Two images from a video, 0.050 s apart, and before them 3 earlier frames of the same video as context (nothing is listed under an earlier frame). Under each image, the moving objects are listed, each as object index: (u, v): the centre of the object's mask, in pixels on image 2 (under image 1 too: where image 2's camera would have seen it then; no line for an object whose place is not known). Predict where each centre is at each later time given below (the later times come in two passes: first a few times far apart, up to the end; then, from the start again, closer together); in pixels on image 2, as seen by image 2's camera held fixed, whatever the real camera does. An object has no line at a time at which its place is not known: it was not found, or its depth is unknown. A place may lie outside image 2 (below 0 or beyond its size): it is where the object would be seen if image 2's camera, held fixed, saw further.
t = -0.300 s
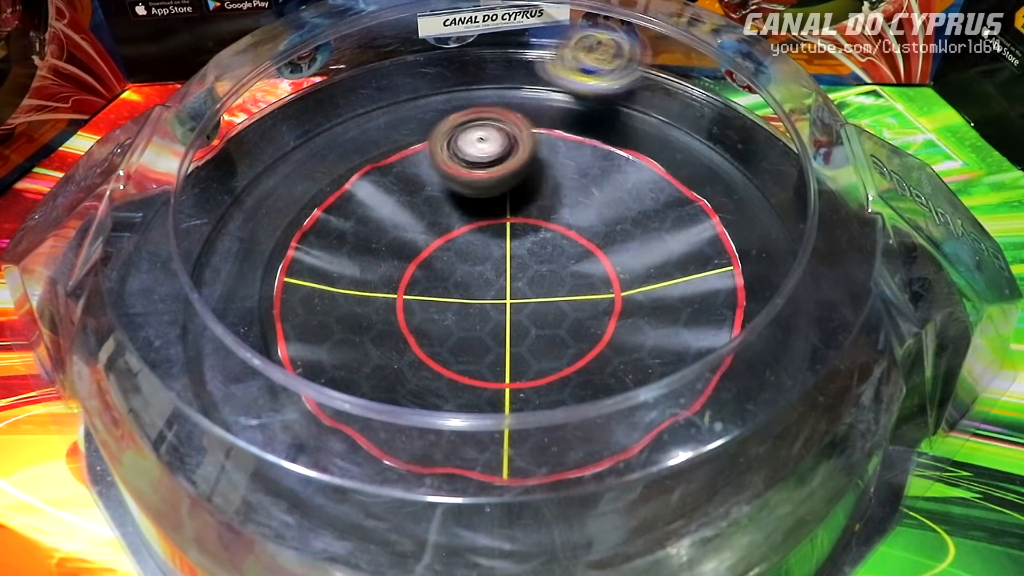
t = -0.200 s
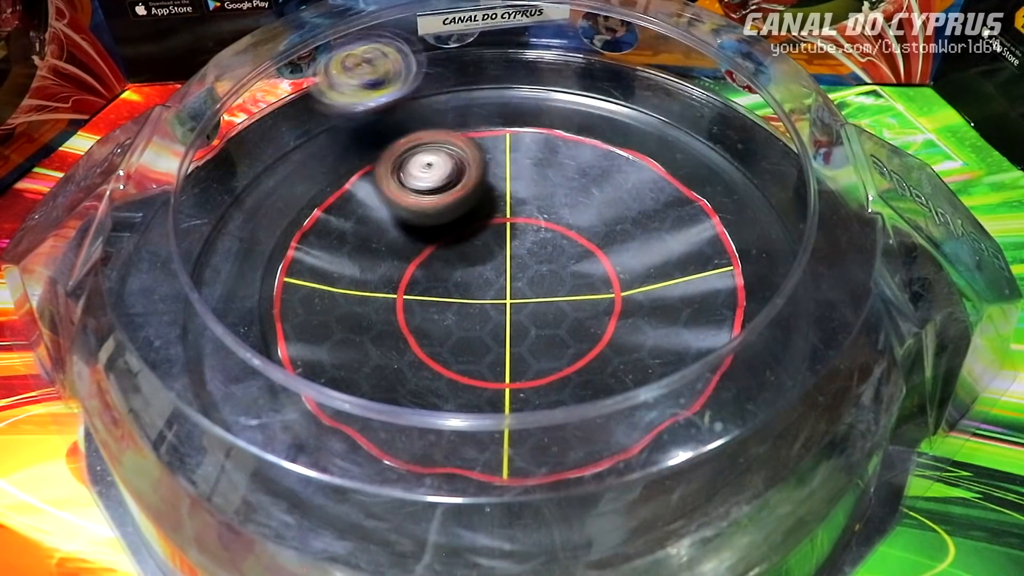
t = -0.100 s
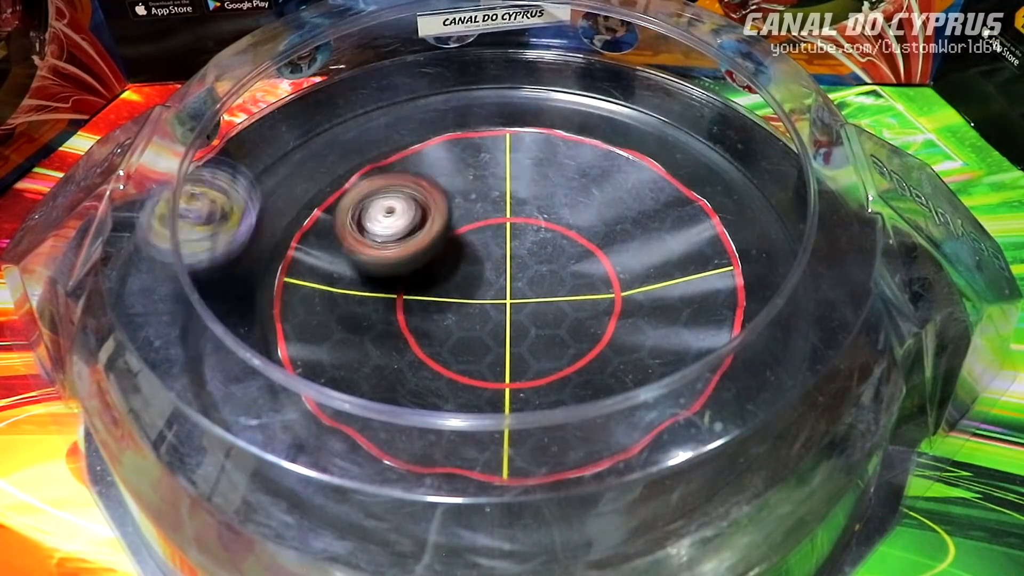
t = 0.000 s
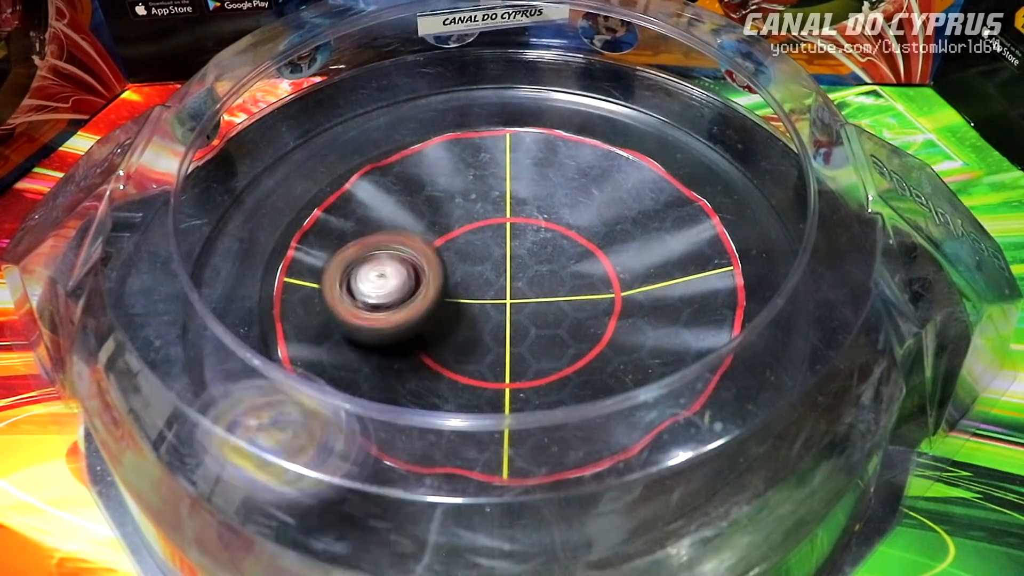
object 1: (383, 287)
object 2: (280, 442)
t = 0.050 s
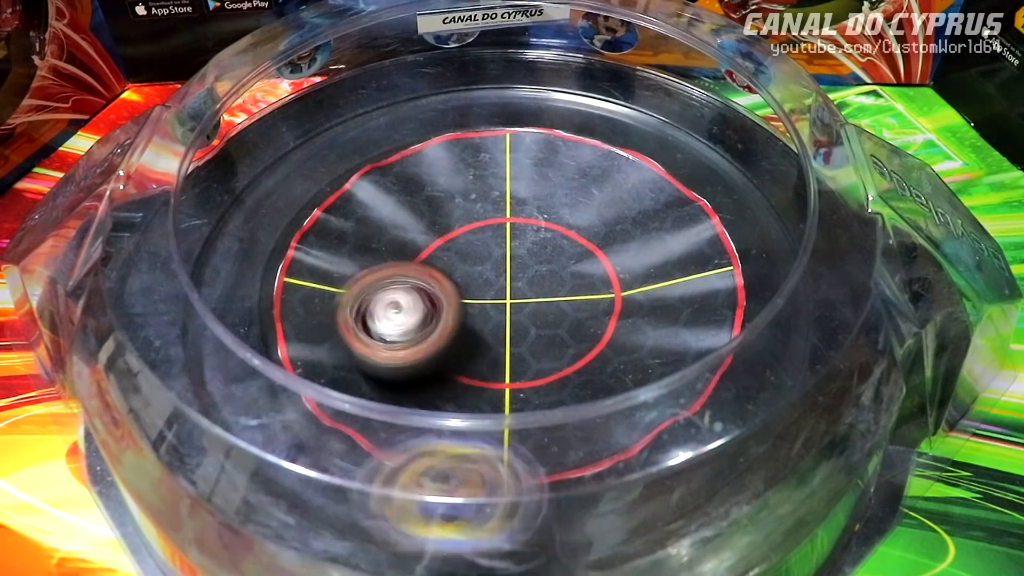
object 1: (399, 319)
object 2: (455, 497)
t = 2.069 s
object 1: (347, 235)
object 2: (293, 451)
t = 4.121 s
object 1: (612, 197)
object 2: (337, 81)
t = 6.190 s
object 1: (573, 298)
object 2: (481, 53)
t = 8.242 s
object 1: (496, 337)
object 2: (751, 399)
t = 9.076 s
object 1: (416, 265)
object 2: (197, 213)
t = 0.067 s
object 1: (408, 330)
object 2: (521, 497)
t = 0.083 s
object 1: (418, 340)
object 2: (581, 488)
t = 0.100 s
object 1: (429, 347)
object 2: (639, 469)
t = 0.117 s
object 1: (444, 353)
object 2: (691, 446)
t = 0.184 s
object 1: (511, 362)
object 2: (799, 313)
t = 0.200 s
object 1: (530, 361)
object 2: (804, 278)
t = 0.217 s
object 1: (545, 359)
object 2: (801, 249)
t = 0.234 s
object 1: (560, 357)
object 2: (793, 217)
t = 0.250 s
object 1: (577, 353)
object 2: (770, 189)
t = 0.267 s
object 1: (590, 348)
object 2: (758, 162)
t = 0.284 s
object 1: (602, 344)
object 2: (737, 138)
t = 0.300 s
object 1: (614, 338)
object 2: (713, 116)
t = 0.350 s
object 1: (642, 320)
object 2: (617, 70)
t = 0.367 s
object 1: (650, 314)
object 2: (584, 59)
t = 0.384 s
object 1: (655, 305)
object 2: (546, 56)
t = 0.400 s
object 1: (659, 298)
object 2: (505, 58)
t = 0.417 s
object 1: (662, 289)
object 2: (468, 59)
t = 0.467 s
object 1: (665, 266)
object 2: (356, 77)
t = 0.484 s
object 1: (665, 258)
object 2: (321, 91)
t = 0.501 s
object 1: (663, 250)
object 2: (286, 112)
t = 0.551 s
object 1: (652, 230)
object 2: (213, 193)
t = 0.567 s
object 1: (646, 223)
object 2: (195, 224)
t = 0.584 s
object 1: (640, 218)
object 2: (186, 257)
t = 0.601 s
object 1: (634, 213)
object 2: (185, 297)
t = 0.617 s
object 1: (626, 208)
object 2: (196, 332)
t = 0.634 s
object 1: (619, 203)
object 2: (218, 366)
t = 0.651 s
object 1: (611, 199)
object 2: (241, 411)
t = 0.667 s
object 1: (602, 195)
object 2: (281, 444)
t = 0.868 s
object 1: (451, 213)
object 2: (802, 292)
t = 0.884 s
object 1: (439, 219)
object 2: (803, 259)
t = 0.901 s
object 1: (427, 226)
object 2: (795, 230)
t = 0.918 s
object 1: (418, 233)
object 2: (784, 202)
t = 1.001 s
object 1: (383, 277)
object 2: (665, 84)
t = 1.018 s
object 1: (380, 287)
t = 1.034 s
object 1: (380, 296)
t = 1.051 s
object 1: (381, 306)
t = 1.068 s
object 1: (383, 315)
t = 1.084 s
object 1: (386, 324)
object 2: (480, 57)
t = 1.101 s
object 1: (390, 331)
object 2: (445, 59)
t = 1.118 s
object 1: (396, 339)
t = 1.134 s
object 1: (404, 346)
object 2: (373, 68)
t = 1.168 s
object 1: (421, 355)
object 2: (307, 98)
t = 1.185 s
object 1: (430, 357)
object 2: (273, 120)
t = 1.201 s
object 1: (441, 361)
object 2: (248, 145)
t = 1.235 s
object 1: (461, 365)
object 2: (208, 199)
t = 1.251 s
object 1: (473, 367)
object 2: (192, 227)
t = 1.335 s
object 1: (529, 364)
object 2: (240, 402)
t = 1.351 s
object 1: (540, 362)
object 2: (273, 436)
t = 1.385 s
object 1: (558, 357)
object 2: (368, 479)
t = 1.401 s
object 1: (567, 354)
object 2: (424, 490)
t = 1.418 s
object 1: (574, 350)
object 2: (485, 497)
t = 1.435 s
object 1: (583, 345)
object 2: (548, 489)
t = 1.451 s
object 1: (591, 340)
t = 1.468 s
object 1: (596, 334)
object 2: (657, 458)
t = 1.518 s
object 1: (608, 311)
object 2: (771, 373)
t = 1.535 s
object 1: (611, 304)
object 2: (788, 337)
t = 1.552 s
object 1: (612, 296)
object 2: (801, 305)
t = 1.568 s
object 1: (611, 288)
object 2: (805, 270)
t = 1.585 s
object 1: (611, 280)
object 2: (801, 240)
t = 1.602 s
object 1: (609, 272)
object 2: (790, 210)
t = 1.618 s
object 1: (607, 264)
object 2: (767, 181)
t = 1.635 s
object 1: (602, 256)
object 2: (755, 156)
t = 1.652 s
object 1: (598, 248)
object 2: (735, 133)
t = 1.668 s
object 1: (593, 241)
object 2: (709, 109)
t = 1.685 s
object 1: (587, 234)
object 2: (681, 92)
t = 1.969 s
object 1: (398, 201)
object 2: (192, 248)
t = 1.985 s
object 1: (388, 206)
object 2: (188, 280)
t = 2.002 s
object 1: (378, 210)
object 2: (192, 317)
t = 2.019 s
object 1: (369, 215)
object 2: (209, 351)
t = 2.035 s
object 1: (361, 221)
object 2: (223, 391)
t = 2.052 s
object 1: (353, 228)
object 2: (255, 422)
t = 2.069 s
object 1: (347, 235)
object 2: (293, 451)
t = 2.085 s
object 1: (340, 241)
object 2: (343, 471)
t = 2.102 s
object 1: (336, 249)
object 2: (392, 485)
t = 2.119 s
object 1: (331, 256)
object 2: (458, 495)
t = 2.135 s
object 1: (328, 264)
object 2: (515, 498)
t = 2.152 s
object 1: (326, 272)
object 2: (570, 490)
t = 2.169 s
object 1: (326, 280)
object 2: (625, 474)
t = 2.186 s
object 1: (326, 288)
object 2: (677, 452)
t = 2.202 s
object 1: (328, 295)
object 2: (723, 425)
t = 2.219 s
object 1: (330, 303)
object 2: (753, 397)
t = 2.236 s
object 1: (334, 312)
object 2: (781, 367)
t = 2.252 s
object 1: (338, 319)
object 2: (796, 330)
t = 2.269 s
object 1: (344, 327)
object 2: (804, 299)
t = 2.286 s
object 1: (351, 332)
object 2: (806, 266)
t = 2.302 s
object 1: (358, 337)
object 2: (804, 236)
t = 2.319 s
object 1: (368, 342)
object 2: (794, 209)
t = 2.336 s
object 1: (378, 347)
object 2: (769, 182)
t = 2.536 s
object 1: (531, 354)
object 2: (436, 60)
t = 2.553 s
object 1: (543, 351)
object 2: (401, 64)
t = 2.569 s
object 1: (556, 346)
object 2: (371, 73)
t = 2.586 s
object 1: (566, 340)
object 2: (340, 85)
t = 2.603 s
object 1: (577, 332)
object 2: (308, 100)
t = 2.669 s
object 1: (608, 297)
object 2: (220, 187)
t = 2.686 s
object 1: (612, 288)
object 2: (201, 213)
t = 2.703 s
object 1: (617, 277)
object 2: (189, 242)
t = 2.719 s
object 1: (618, 268)
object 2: (183, 271)
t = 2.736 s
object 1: (619, 257)
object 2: (188, 309)
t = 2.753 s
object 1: (618, 247)
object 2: (202, 341)
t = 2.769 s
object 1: (615, 238)
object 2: (220, 374)
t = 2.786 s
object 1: (612, 229)
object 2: (242, 415)
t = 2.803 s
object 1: (608, 220)
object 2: (274, 444)
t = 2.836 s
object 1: (598, 203)
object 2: (376, 486)
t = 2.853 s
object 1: (591, 195)
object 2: (430, 497)
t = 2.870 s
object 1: (585, 188)
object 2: (491, 503)
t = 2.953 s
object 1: (542, 162)
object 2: (731, 419)
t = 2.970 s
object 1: (533, 159)
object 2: (760, 393)
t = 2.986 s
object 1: (523, 155)
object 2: (780, 361)
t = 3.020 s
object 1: (505, 152)
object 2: (803, 300)
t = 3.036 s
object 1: (495, 151)
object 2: (805, 270)
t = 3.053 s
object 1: (485, 150)
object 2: (802, 244)
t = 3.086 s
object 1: (468, 151)
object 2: (770, 191)
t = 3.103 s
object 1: (459, 153)
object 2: (760, 170)
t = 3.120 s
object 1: (450, 155)
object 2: (744, 148)
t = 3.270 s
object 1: (387, 194)
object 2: (476, 57)
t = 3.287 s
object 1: (381, 201)
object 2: (443, 59)
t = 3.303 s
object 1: (377, 208)
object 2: (408, 62)
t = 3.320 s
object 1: (374, 216)
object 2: (376, 67)
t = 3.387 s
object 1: (366, 248)
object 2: (255, 137)
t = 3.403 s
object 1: (365, 257)
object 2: (233, 162)
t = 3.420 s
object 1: (367, 266)
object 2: (219, 185)
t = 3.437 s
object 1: (369, 274)
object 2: (196, 213)
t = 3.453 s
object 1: (373, 283)
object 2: (183, 242)
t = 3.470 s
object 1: (377, 291)
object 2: (180, 273)
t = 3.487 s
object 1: (383, 300)
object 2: (183, 304)
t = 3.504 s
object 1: (389, 309)
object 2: (199, 335)
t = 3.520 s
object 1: (397, 316)
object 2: (216, 367)
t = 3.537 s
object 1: (406, 325)
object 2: (232, 404)
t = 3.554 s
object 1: (416, 332)
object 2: (265, 433)
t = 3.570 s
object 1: (426, 337)
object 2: (301, 458)
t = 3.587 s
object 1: (438, 343)
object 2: (345, 475)
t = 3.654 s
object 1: (492, 354)
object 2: (554, 489)
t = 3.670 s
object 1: (506, 354)
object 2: (598, 479)
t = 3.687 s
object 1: (520, 353)
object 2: (644, 461)
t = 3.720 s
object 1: (548, 349)
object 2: (724, 413)
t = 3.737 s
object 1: (562, 346)
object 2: (756, 388)
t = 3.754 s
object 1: (574, 342)
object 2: (777, 357)
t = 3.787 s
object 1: (596, 331)
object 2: (800, 296)
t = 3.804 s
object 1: (607, 324)
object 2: (803, 268)
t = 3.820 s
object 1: (615, 318)
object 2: (800, 241)
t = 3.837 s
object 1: (624, 311)
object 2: (794, 216)
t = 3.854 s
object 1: (630, 304)
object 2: (770, 193)
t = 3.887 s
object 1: (640, 287)
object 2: (746, 148)
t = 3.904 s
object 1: (645, 280)
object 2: (726, 127)
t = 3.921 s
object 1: (647, 273)
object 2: (705, 108)
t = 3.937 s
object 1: (648, 265)
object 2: (680, 88)
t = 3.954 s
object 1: (649, 257)
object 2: (652, 77)
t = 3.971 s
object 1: (649, 250)
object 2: (621, 67)
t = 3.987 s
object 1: (648, 242)
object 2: (593, 59)
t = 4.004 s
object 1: (645, 236)
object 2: (560, 53)
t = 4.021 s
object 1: (644, 229)
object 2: (525, 52)
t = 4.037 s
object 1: (640, 223)
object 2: (489, 54)
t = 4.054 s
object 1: (636, 217)
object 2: (456, 55)
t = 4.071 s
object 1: (630, 211)
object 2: (423, 57)
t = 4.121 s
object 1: (612, 197)
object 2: (337, 81)
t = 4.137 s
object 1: (606, 193)
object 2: (308, 94)
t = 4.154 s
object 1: (598, 190)
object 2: (281, 114)
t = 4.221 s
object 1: (564, 180)
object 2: (208, 204)
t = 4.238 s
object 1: (555, 179)
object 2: (194, 229)
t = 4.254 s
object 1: (547, 179)
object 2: (190, 255)
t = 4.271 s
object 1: (535, 179)
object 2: (188, 287)
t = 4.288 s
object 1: (525, 180)
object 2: (191, 317)
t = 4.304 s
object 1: (512, 183)
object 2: (208, 348)
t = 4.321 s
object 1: (500, 186)
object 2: (218, 383)
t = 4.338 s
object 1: (489, 189)
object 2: (240, 409)
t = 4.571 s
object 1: (402, 281)
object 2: (772, 385)
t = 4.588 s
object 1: (401, 287)
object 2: (787, 361)
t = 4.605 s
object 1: (403, 295)
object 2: (799, 334)
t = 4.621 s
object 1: (404, 303)
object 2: (801, 311)
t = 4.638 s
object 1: (407, 310)
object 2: (806, 285)
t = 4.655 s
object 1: (411, 317)
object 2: (809, 266)
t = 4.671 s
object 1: (417, 324)
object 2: (808, 246)
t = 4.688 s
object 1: (422, 331)
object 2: (806, 225)
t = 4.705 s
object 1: (428, 336)
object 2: (798, 207)
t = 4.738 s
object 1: (444, 346)
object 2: (768, 171)
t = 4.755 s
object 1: (451, 350)
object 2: (760, 157)
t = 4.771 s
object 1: (461, 353)
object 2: (748, 143)
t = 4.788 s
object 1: (471, 355)
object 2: (737, 129)
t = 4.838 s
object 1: (503, 357)
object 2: (686, 92)
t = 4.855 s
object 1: (512, 356)
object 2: (668, 82)
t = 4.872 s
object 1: (522, 355)
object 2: (648, 74)
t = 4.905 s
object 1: (541, 351)
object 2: (606, 62)
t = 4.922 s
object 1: (550, 347)
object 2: (586, 59)
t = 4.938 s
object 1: (557, 344)
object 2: (562, 55)
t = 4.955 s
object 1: (566, 339)
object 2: (538, 53)
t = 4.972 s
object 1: (573, 334)
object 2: (513, 54)
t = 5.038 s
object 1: (593, 311)
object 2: (416, 61)
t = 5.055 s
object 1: (596, 304)
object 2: (392, 65)
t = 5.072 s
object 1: (599, 297)
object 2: (372, 69)
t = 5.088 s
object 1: (600, 291)
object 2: (349, 78)
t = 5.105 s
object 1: (601, 283)
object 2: (328, 88)
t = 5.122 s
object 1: (600, 278)
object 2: (307, 99)
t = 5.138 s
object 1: (600, 271)
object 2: (287, 111)
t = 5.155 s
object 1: (598, 264)
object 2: (268, 126)
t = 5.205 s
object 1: (588, 246)
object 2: (229, 173)
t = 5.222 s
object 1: (583, 239)
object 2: (219, 188)
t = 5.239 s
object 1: (578, 235)
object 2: (205, 207)
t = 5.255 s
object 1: (572, 229)
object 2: (196, 222)
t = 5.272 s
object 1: (564, 224)
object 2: (189, 241)
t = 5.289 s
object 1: (558, 220)
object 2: (185, 261)
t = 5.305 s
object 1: (550, 216)
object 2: (183, 280)
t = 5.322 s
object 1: (541, 213)
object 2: (184, 300)
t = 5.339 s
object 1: (532, 209)
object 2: (192, 320)
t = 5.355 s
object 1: (522, 207)
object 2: (198, 340)
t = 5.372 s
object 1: (513, 205)
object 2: (209, 360)
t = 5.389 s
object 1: (504, 204)
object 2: (224, 378)
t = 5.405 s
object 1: (494, 203)
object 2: (239, 397)
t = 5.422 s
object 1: (485, 202)
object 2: (256, 422)
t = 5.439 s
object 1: (475, 203)
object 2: (273, 443)
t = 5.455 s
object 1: (465, 204)
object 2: (302, 459)
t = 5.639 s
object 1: (387, 246)
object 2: (661, 464)
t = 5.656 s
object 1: (383, 251)
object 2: (689, 451)
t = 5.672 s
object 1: (380, 257)
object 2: (712, 435)
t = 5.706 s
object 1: (377, 269)
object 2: (756, 397)
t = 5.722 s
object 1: (376, 275)
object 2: (771, 384)
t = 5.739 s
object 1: (377, 281)
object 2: (783, 362)
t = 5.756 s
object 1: (379, 287)
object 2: (793, 341)
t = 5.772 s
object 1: (381, 292)
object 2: (800, 321)
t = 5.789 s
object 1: (384, 299)
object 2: (804, 302)
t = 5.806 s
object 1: (388, 304)
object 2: (806, 282)
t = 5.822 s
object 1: (393, 309)
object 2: (808, 264)
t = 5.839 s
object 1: (397, 315)
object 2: (807, 247)
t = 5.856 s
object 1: (404, 320)
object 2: (799, 231)
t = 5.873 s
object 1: (411, 324)
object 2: (794, 214)
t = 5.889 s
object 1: (418, 328)
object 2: (784, 199)
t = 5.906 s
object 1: (426, 331)
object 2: (769, 180)
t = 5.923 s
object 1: (434, 335)
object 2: (762, 167)
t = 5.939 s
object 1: (443, 337)
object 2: (753, 152)
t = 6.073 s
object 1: (521, 334)
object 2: (627, 68)
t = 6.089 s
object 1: (530, 331)
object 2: (608, 63)
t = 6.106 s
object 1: (539, 326)
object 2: (589, 58)
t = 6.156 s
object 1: (562, 311)
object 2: (525, 53)
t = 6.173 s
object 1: (568, 305)
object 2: (502, 53)
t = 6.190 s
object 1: (573, 298)
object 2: (481, 53)
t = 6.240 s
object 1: (583, 276)
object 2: (418, 58)
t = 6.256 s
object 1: (585, 268)
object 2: (398, 63)
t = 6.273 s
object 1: (584, 261)
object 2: (378, 65)
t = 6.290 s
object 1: (584, 254)
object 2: (359, 72)
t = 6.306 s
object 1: (583, 246)
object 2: (341, 80)
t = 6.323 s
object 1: (580, 240)
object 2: (323, 87)
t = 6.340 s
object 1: (577, 234)
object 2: (305, 97)
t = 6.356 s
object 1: (573, 227)
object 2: (287, 108)
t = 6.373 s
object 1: (569, 222)
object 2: (269, 121)
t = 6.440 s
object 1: (544, 204)
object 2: (223, 176)
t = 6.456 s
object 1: (537, 200)
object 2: (210, 191)
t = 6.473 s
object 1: (529, 197)
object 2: (199, 208)
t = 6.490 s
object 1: (522, 196)
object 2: (189, 226)
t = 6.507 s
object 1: (514, 193)
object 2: (183, 242)
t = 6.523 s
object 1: (507, 192)
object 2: (180, 260)
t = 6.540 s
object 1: (499, 192)
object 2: (178, 280)
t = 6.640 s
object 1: (454, 198)
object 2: (232, 400)
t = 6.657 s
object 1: (450, 201)
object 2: (245, 423)
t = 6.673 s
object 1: (442, 204)
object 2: (266, 438)
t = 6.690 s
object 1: (436, 208)
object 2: (291, 455)
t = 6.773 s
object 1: (413, 232)
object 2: (447, 497)
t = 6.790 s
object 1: (410, 238)
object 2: (484, 502)
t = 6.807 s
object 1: (408, 245)
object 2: (520, 497)
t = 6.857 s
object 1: (405, 264)
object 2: (608, 484)
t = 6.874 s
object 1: (405, 270)
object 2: (646, 468)
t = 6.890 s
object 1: (406, 278)
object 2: (675, 457)
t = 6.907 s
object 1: (408, 284)
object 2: (699, 442)
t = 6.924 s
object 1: (412, 290)
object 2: (725, 426)
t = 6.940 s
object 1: (416, 298)
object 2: (743, 408)
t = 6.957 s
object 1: (422, 304)
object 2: (760, 394)
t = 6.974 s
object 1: (428, 309)
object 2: (778, 373)
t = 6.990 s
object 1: (434, 315)
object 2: (787, 352)
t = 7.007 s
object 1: (442, 319)
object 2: (796, 334)
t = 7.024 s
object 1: (451, 323)
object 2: (804, 314)
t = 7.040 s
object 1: (458, 327)
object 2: (805, 294)
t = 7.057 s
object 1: (468, 329)
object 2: (805, 277)
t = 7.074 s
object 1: (478, 332)
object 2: (805, 257)
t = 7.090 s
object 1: (487, 332)
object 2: (805, 241)
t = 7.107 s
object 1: (498, 333)
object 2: (799, 224)
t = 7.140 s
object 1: (518, 332)
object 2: (784, 194)
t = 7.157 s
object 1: (529, 331)
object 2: (768, 177)
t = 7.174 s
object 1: (538, 329)
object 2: (762, 164)
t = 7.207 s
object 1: (555, 321)
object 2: (740, 138)
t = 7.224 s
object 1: (563, 317)
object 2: (728, 125)
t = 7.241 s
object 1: (570, 312)
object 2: (716, 115)
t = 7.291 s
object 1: (586, 296)
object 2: (669, 82)
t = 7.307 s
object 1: (590, 290)
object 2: (650, 76)
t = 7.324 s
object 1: (593, 284)
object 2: (632, 70)
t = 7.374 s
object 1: (597, 266)
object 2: (577, 54)
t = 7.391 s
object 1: (597, 260)
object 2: (557, 53)
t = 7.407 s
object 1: (596, 254)
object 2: (537, 52)
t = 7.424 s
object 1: (594, 249)
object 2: (517, 52)
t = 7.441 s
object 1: (592, 244)
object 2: (495, 53)
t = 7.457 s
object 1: (589, 240)
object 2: (475, 54)
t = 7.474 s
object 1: (586, 235)
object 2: (456, 54)
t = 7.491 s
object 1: (581, 230)
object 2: (436, 57)
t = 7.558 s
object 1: (559, 217)
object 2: (362, 71)
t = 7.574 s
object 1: (552, 214)
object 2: (344, 79)
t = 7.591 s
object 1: (545, 212)
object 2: (325, 86)
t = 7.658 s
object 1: (516, 208)
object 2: (261, 131)
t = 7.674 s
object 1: (507, 208)
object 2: (248, 144)
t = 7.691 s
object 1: (500, 209)
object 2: (238, 156)
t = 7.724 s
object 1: (484, 211)
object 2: (220, 184)
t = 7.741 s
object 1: (476, 213)
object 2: (203, 200)
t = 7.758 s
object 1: (469, 215)
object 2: (195, 215)
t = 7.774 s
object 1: (461, 218)
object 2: (187, 231)
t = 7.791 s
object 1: (455, 222)
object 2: (180, 250)
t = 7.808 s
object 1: (448, 225)
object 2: (178, 269)
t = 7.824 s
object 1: (442, 229)
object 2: (178, 288)
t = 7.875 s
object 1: (426, 244)
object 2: (199, 344)
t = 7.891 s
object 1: (421, 249)
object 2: (206, 363)
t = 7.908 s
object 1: (418, 255)
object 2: (217, 383)
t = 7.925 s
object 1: (415, 261)
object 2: (234, 403)
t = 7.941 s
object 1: (414, 267)
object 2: (251, 419)
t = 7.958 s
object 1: (412, 273)
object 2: (272, 444)
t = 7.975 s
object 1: (412, 279)
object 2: (297, 457)
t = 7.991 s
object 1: (413, 285)
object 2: (324, 469)
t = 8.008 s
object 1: (413, 291)
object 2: (354, 478)
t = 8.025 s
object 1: (415, 296)
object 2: (381, 486)
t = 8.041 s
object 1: (419, 303)
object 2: (413, 491)
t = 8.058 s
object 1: (422, 308)
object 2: (447, 494)
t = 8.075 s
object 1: (426, 312)
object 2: (479, 498)
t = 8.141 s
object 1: (451, 329)
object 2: (603, 482)
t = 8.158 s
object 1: (455, 332)
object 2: (636, 470)
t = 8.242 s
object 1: (496, 337)
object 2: (751, 399)
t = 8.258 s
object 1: (503, 337)
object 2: (768, 381)
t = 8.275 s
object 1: (512, 335)
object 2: (780, 362)
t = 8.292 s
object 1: (522, 333)
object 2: (790, 343)
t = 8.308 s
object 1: (528, 331)
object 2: (799, 325)
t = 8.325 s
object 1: (535, 328)
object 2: (804, 305)
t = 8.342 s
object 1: (541, 324)
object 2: (803, 287)
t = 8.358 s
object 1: (547, 321)
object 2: (807, 271)
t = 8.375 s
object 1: (553, 316)
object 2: (804, 253)
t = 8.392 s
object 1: (557, 312)
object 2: (801, 238)
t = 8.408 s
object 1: (561, 307)
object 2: (799, 221)
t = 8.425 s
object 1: (565, 302)
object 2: (791, 206)
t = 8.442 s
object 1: (568, 296)
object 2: (782, 192)
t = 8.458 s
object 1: (570, 291)
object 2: (768, 177)
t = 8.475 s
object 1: (571, 286)
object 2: (761, 163)
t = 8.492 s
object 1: (572, 280)
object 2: (752, 150)
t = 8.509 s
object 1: (572, 275)
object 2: (742, 137)
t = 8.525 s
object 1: (571, 269)
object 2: (729, 126)
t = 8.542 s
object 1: (570, 264)
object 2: (716, 116)
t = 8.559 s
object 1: (568, 259)
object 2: (702, 104)
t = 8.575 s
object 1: (565, 254)
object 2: (687, 94)
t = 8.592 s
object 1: (562, 249)
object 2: (672, 85)
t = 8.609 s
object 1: (558, 245)
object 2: (654, 77)
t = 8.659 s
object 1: (543, 233)
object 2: (602, 60)
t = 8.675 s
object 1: (538, 230)
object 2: (583, 56)
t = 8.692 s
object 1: (532, 227)
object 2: (564, 53)
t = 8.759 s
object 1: (506, 221)
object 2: (485, 53)
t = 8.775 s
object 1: (499, 220)
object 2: (467, 53)
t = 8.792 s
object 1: (492, 220)
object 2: (446, 55)
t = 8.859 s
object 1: (466, 223)
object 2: (373, 66)
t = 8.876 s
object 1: (459, 224)
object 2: (356, 73)
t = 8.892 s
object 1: (454, 226)
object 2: (340, 81)
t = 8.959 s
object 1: (434, 237)
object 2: (274, 118)
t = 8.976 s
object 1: (430, 240)
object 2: (261, 132)
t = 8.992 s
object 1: (426, 244)
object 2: (248, 144)
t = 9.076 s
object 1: (416, 265)
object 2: (197, 213)
